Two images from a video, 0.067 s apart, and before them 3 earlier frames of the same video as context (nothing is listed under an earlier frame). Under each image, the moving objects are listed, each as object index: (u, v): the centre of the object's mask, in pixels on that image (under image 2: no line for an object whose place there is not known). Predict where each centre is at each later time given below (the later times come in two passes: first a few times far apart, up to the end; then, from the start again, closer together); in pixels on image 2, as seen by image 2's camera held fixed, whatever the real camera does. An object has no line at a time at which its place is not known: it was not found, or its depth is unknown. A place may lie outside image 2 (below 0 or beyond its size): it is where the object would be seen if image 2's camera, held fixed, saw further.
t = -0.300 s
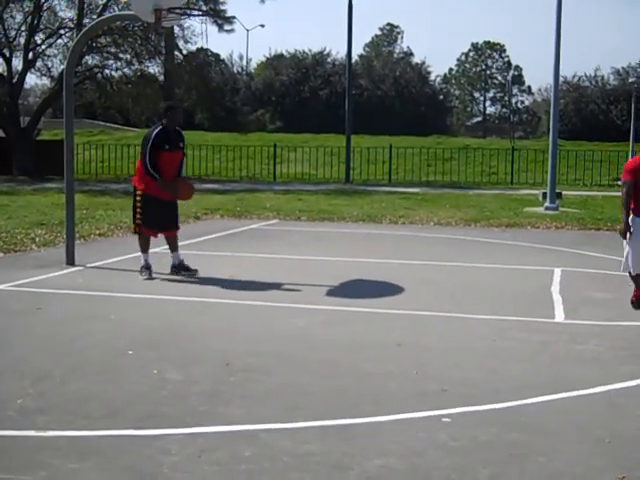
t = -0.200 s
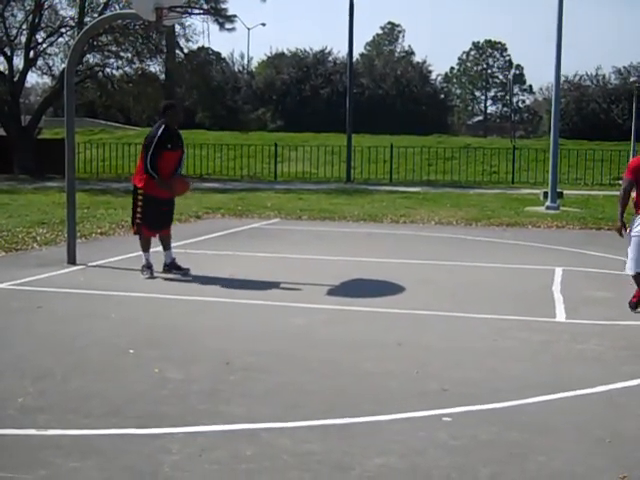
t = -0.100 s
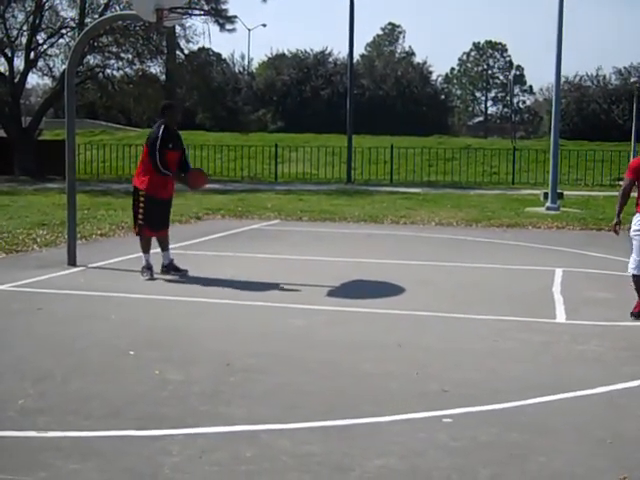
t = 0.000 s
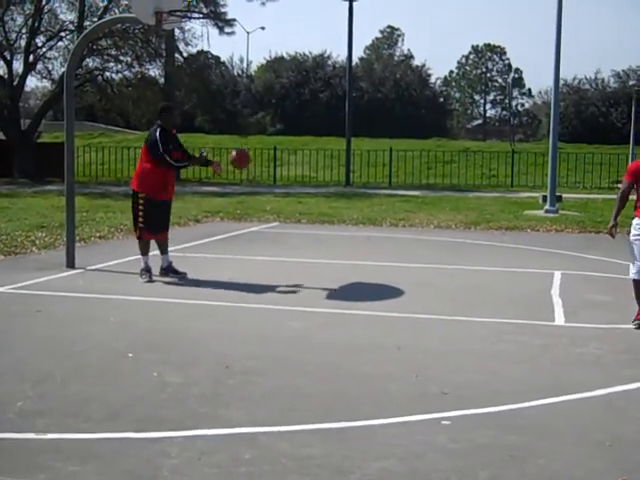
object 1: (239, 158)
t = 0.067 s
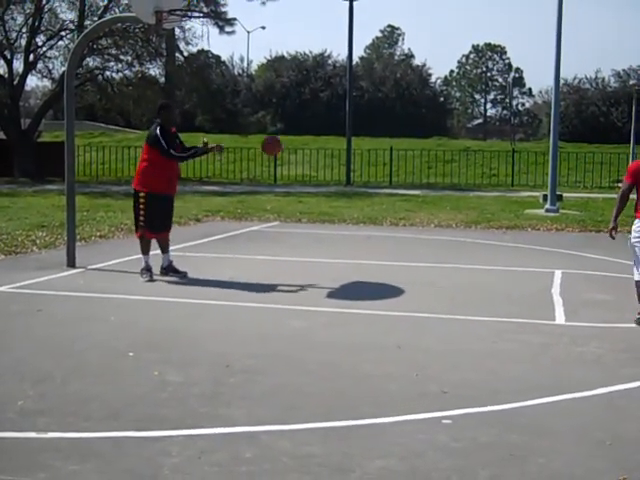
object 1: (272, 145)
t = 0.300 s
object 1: (374, 129)
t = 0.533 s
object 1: (470, 161)
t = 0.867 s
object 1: (588, 253)
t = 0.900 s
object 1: (596, 242)
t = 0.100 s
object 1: (286, 139)
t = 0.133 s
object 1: (302, 135)
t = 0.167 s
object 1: (316, 132)
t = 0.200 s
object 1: (331, 130)
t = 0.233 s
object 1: (346, 129)
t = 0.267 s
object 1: (360, 129)
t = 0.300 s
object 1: (374, 129)
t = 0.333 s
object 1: (389, 131)
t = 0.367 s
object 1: (403, 134)
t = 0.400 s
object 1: (417, 138)
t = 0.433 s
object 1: (431, 142)
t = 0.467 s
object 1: (444, 148)
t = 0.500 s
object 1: (457, 154)
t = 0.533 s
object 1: (470, 161)
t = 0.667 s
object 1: (521, 199)
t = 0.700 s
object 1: (533, 210)
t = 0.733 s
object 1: (544, 222)
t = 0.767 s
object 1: (556, 235)
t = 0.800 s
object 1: (568, 249)
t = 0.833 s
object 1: (579, 263)
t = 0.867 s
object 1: (588, 253)
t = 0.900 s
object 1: (596, 242)
